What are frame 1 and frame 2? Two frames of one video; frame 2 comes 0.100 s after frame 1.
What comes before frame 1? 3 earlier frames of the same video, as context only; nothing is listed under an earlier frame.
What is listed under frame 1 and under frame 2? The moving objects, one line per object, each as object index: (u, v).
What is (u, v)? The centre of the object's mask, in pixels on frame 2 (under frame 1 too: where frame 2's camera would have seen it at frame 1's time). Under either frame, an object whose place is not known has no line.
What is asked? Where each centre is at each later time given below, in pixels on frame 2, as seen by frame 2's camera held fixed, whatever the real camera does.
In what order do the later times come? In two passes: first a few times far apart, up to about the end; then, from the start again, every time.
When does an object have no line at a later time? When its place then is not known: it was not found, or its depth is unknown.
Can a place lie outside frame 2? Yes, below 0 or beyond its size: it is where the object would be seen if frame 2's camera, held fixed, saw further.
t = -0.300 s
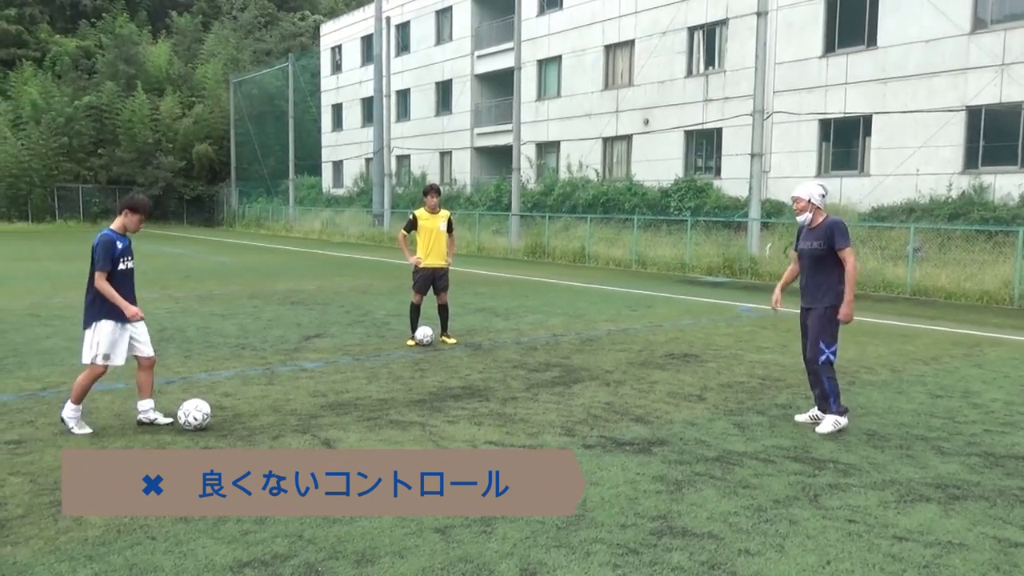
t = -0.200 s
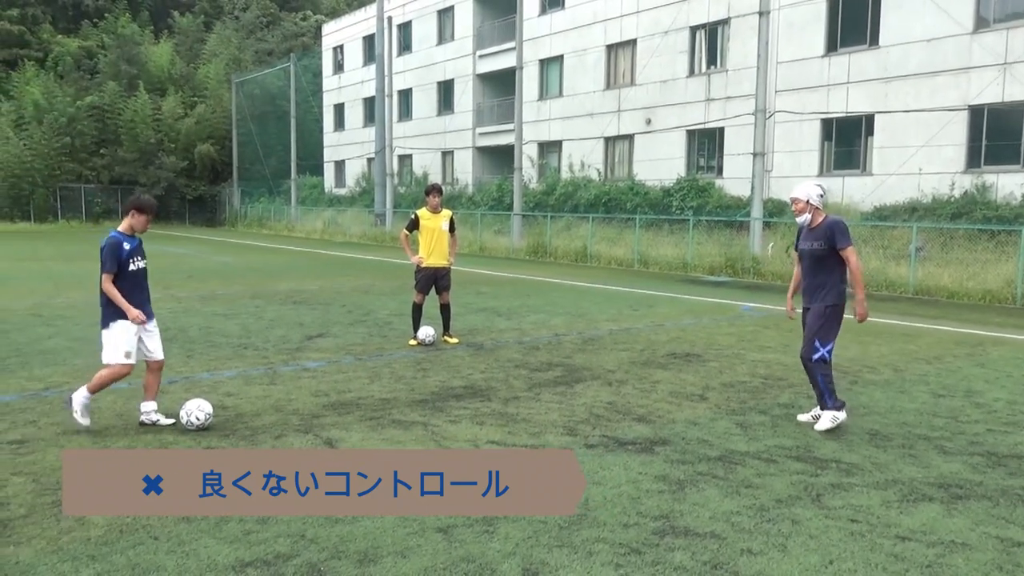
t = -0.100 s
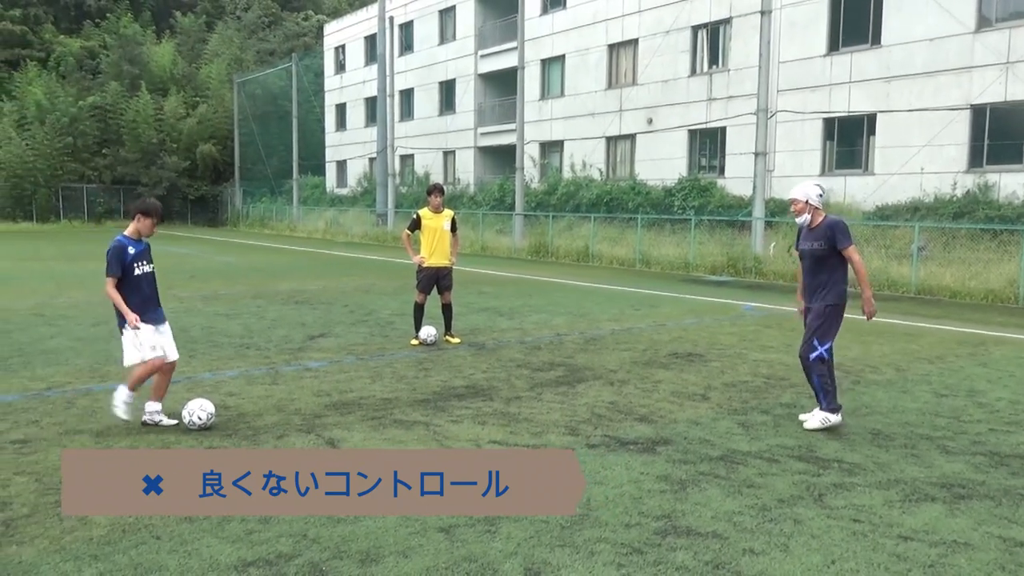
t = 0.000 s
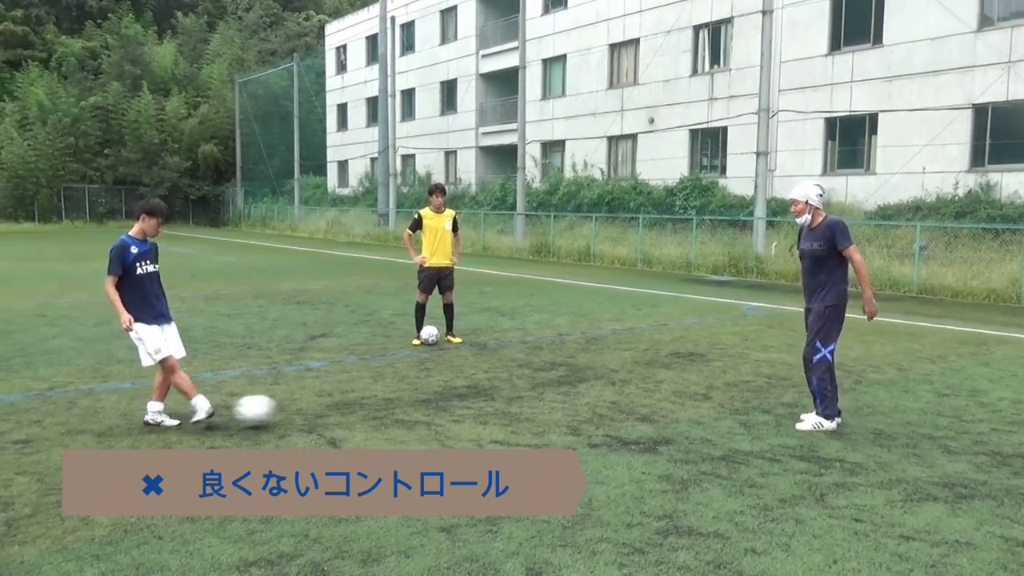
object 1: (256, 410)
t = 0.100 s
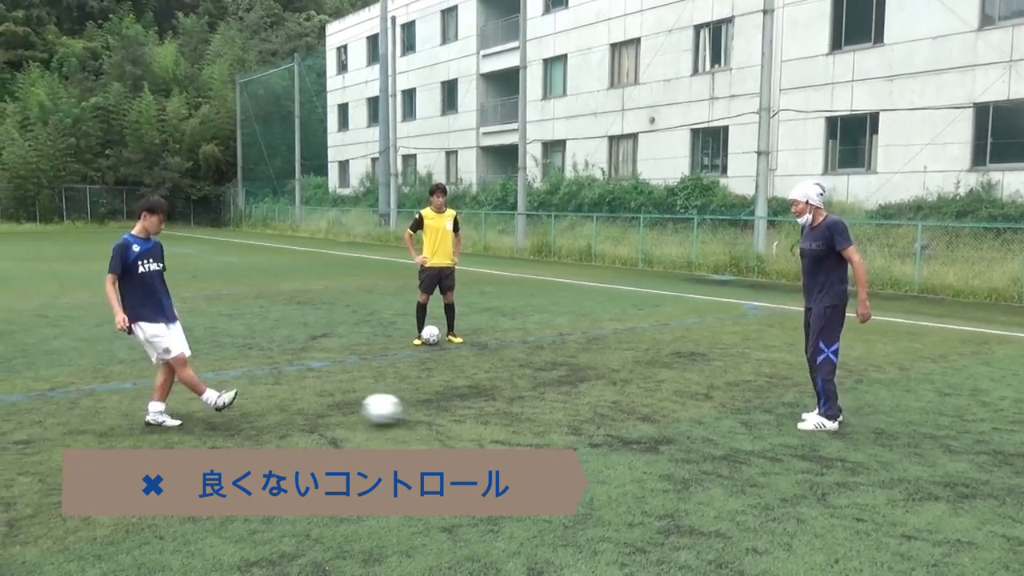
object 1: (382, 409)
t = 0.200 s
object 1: (494, 405)
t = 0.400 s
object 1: (691, 402)
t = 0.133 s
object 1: (421, 409)
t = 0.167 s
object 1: (457, 405)
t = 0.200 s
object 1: (494, 405)
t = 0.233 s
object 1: (529, 404)
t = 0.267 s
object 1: (564, 405)
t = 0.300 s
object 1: (599, 407)
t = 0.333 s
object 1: (631, 405)
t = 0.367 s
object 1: (661, 403)
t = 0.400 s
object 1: (691, 402)
